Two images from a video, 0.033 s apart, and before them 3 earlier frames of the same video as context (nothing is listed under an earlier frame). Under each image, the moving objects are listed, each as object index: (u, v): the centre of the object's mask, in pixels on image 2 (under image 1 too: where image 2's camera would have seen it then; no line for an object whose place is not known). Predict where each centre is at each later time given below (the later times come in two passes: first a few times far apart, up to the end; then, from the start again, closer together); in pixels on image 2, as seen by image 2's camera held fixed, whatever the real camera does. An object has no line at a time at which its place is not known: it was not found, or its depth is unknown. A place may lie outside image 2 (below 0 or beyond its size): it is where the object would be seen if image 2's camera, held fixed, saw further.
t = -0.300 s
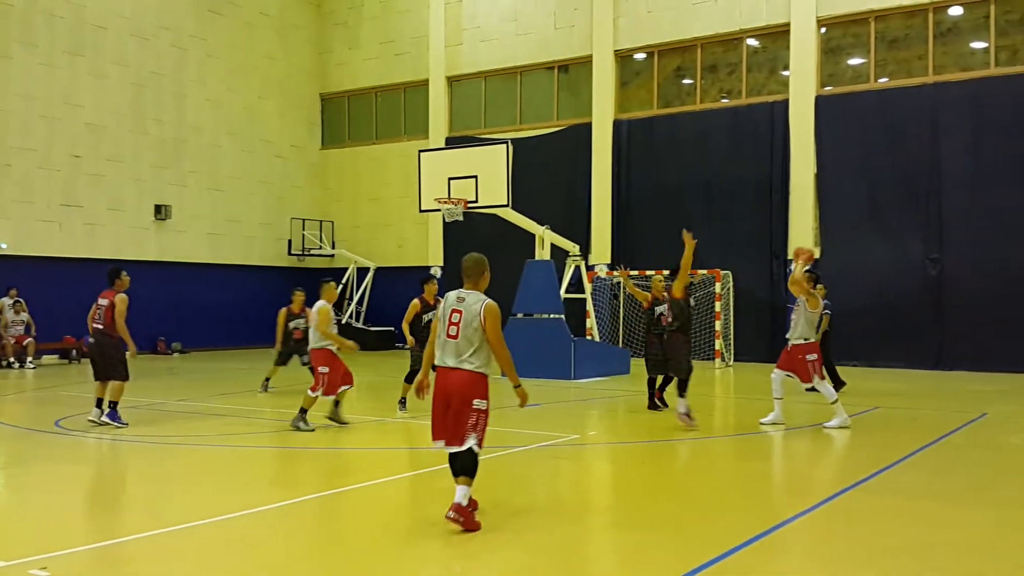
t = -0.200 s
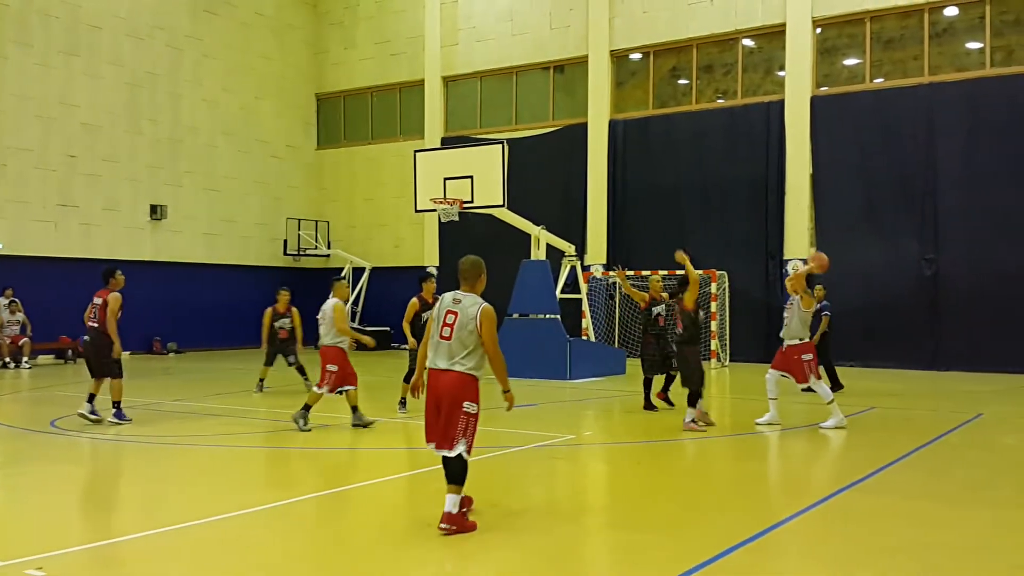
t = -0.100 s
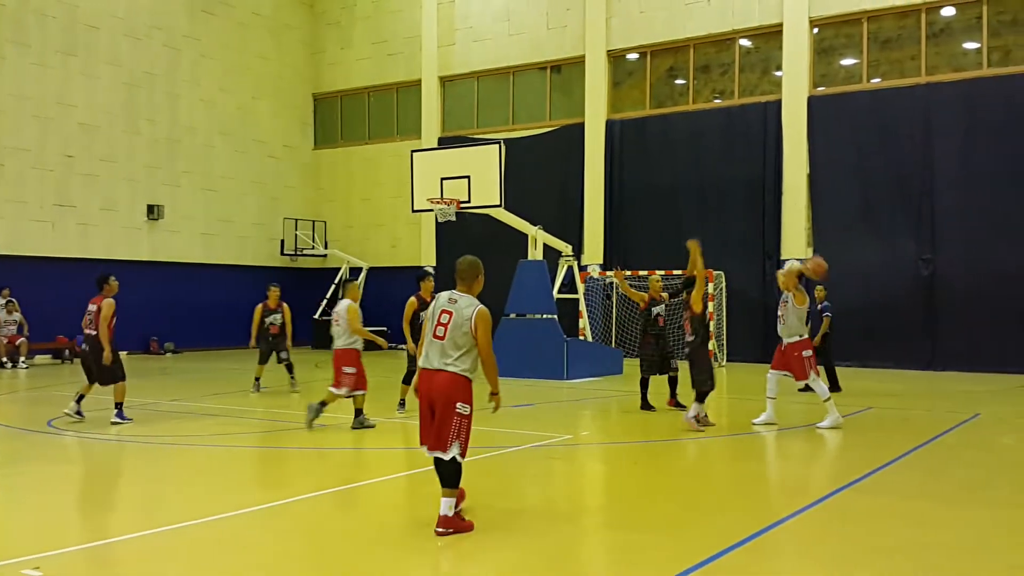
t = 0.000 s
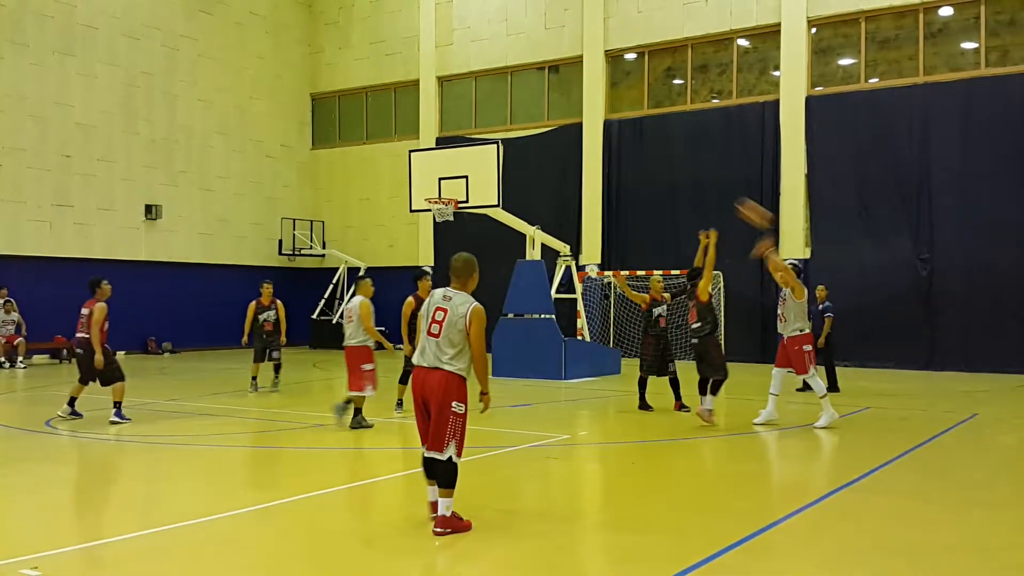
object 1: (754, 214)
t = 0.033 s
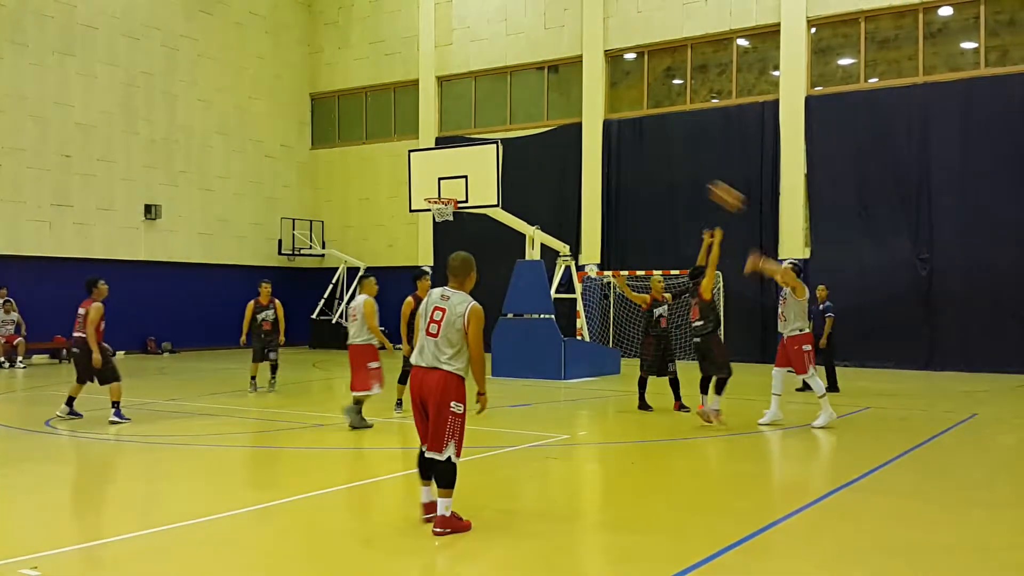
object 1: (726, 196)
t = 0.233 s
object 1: (568, 114)
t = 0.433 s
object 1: (418, 68)
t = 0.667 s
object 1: (252, 52)
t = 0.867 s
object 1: (114, 75)
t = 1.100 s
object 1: (-37, 137)
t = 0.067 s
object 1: (698, 179)
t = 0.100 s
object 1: (671, 164)
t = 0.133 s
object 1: (644, 150)
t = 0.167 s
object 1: (618, 137)
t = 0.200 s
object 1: (592, 127)
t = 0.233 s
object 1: (568, 114)
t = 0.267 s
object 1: (540, 103)
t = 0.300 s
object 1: (516, 94)
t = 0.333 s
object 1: (490, 86)
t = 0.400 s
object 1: (442, 73)
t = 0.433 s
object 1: (418, 68)
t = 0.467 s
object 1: (393, 63)
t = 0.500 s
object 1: (369, 59)
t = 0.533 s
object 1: (345, 56)
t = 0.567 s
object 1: (321, 53)
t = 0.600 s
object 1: (298, 52)
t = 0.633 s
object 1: (275, 52)
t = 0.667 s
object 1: (252, 52)
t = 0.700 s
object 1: (228, 53)
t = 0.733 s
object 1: (206, 56)
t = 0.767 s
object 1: (183, 60)
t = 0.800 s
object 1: (160, 65)
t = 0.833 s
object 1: (137, 70)
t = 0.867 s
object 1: (114, 75)
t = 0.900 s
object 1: (92, 80)
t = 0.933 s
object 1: (70, 88)
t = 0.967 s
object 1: (47, 96)
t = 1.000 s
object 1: (26, 105)
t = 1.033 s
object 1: (4, 114)
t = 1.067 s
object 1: (-17, 125)
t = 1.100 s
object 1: (-37, 137)
